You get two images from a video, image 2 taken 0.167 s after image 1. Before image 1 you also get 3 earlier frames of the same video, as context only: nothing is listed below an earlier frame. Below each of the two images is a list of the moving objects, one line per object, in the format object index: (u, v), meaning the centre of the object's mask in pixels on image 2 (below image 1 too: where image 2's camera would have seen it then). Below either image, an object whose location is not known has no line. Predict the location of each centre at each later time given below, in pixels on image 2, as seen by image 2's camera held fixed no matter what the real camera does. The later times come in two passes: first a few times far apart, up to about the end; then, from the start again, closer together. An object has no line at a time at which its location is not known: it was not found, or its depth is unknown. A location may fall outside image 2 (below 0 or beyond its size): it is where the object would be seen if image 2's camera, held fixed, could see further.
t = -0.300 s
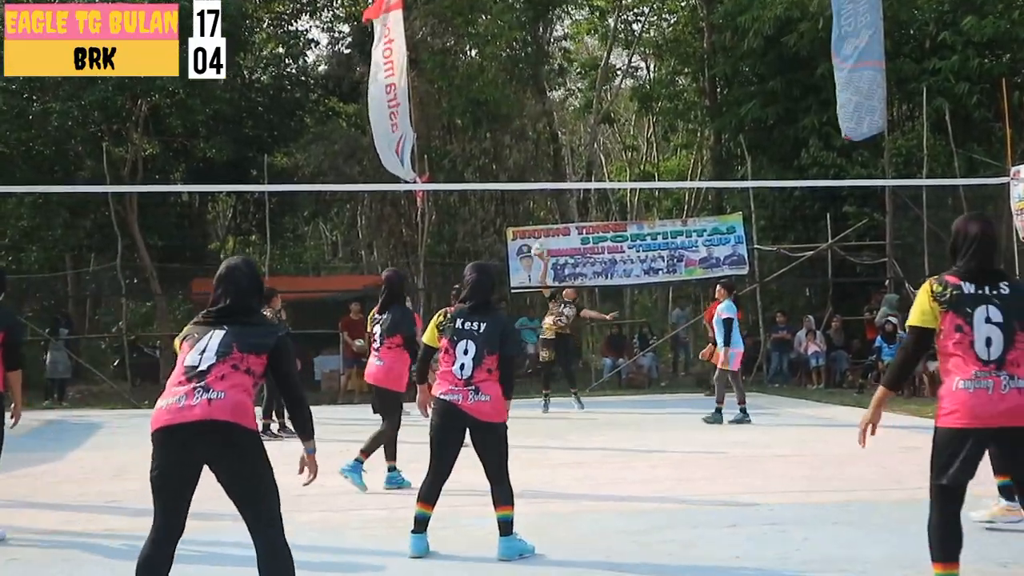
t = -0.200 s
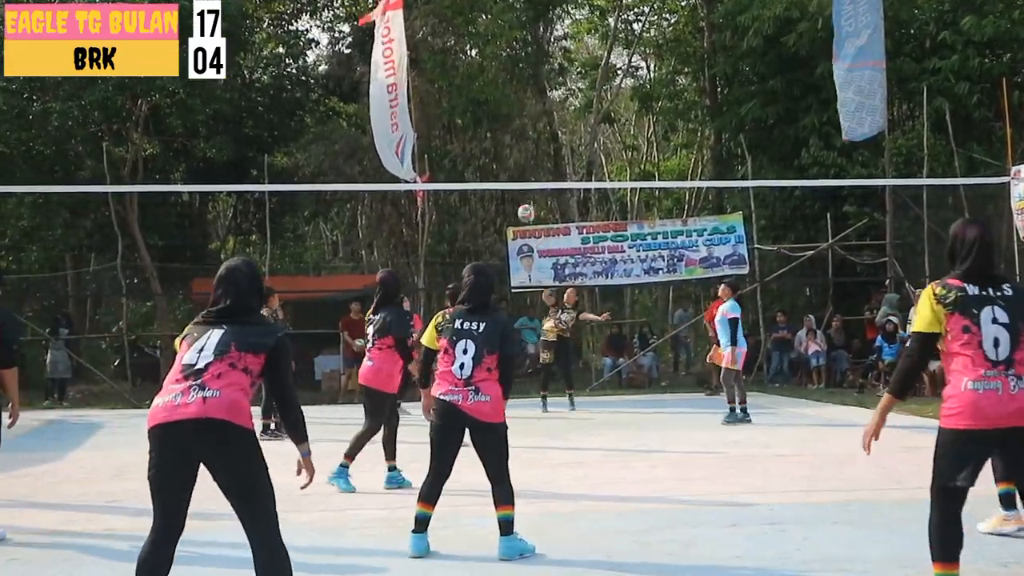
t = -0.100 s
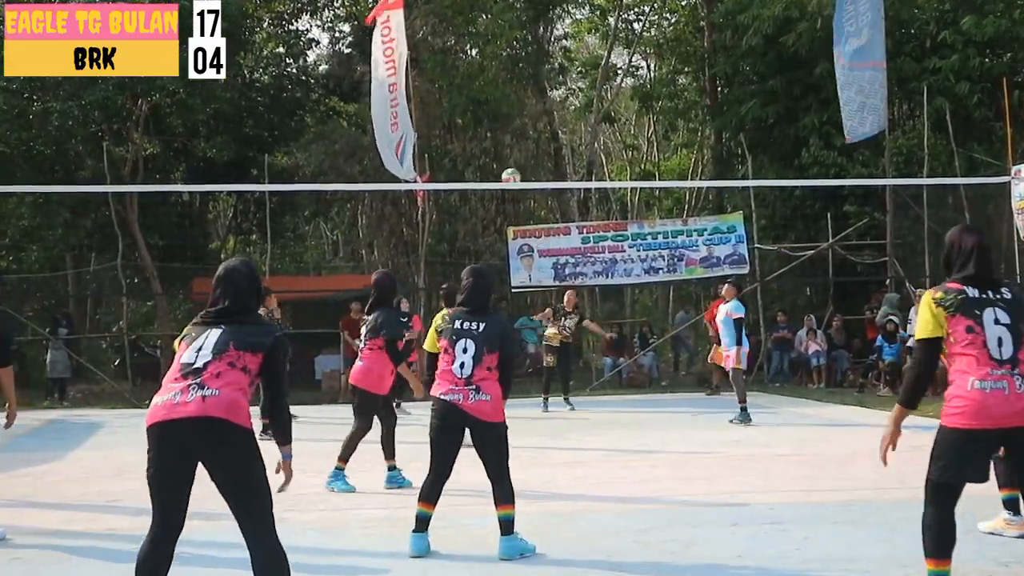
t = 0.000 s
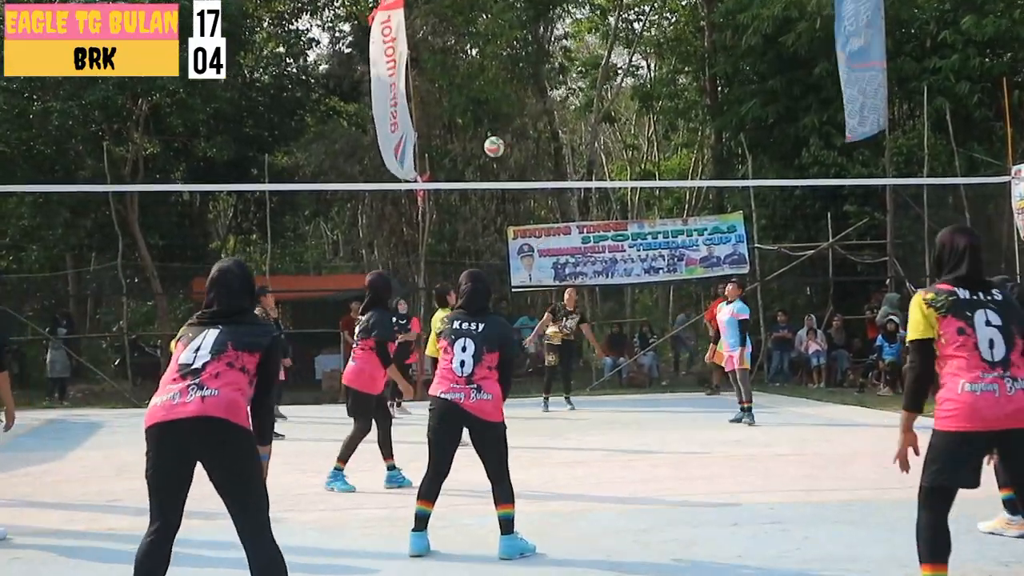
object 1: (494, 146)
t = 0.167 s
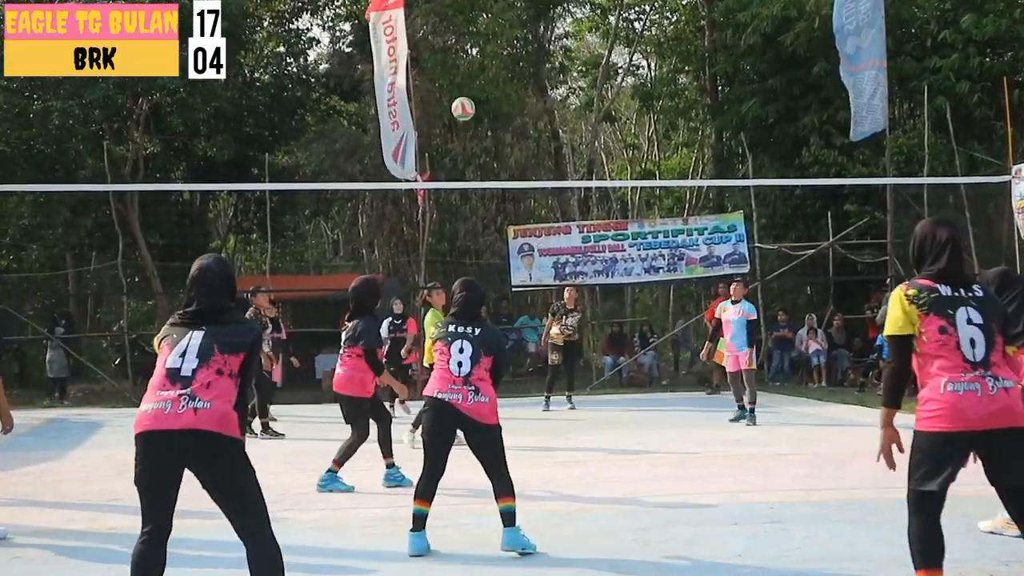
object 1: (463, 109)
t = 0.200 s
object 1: (455, 104)
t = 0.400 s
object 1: (401, 102)
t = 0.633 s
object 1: (305, 177)
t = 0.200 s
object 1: (455, 104)
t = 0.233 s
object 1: (448, 100)
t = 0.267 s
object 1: (439, 97)
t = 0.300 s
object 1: (430, 96)
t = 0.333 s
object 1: (421, 96)
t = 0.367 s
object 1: (413, 98)
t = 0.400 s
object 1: (401, 102)
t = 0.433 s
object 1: (388, 104)
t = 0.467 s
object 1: (376, 110)
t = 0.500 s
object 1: (363, 119)
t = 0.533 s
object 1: (351, 130)
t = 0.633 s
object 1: (305, 177)
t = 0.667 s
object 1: (289, 199)
